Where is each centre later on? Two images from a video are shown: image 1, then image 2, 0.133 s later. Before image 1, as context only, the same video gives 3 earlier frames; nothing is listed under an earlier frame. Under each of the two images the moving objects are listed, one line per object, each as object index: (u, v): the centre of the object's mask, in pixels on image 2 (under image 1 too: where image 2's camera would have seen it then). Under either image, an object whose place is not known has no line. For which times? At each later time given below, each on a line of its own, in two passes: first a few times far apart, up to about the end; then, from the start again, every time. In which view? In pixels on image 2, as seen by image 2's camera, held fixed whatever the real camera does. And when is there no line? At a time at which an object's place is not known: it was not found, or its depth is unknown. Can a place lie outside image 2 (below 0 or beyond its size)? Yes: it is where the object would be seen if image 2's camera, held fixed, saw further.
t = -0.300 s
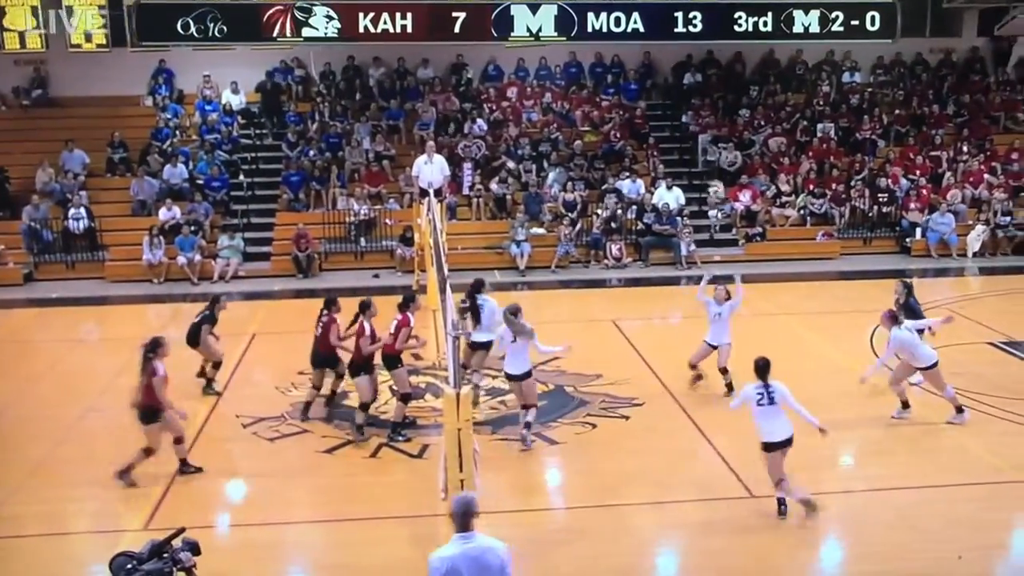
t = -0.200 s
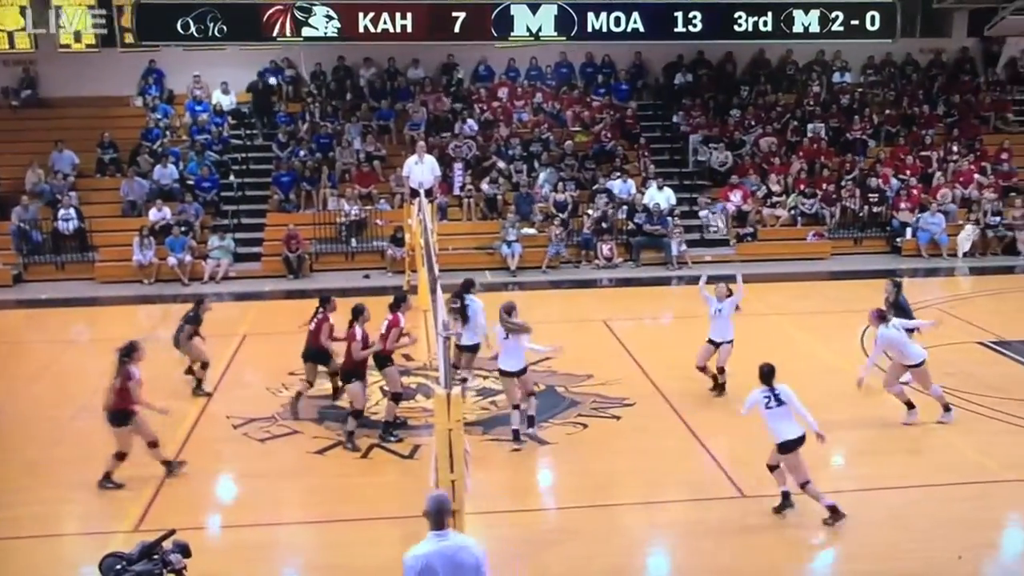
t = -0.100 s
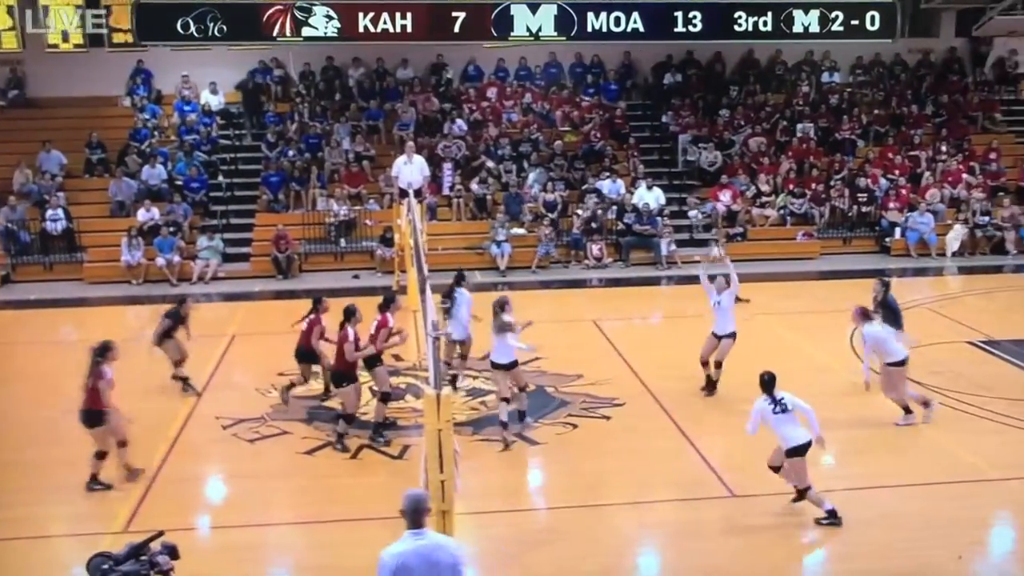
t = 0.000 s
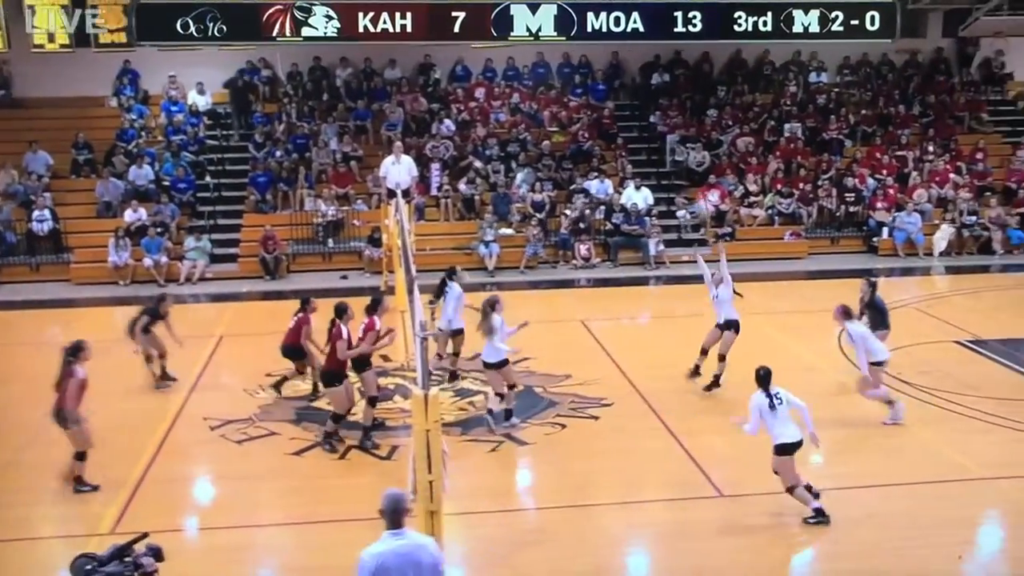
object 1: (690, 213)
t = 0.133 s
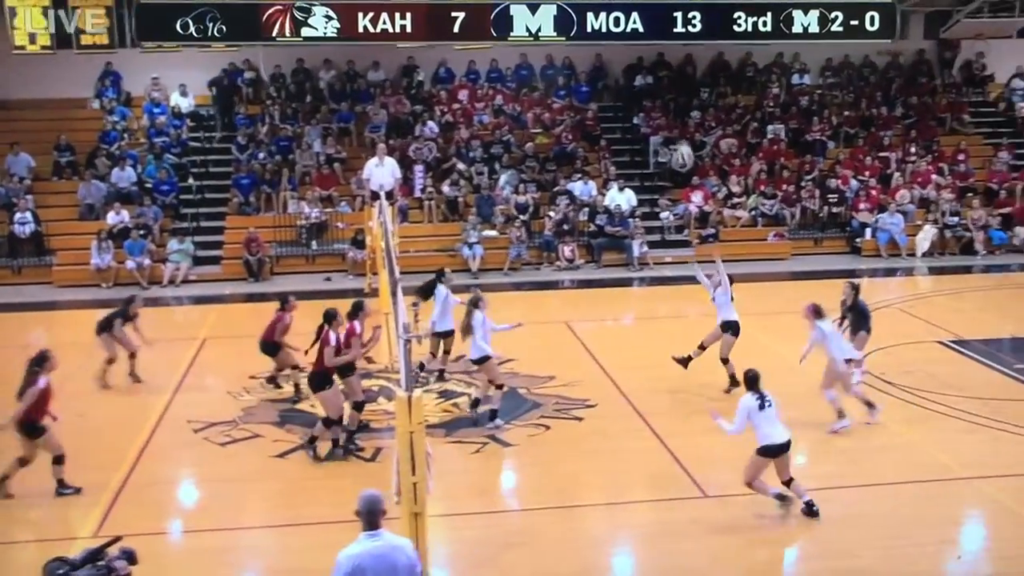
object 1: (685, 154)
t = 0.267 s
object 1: (679, 110)
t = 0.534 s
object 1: (672, 66)
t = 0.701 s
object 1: (672, 66)
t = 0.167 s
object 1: (683, 141)
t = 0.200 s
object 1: (682, 130)
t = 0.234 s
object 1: (681, 119)
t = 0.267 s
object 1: (679, 110)
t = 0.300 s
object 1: (678, 102)
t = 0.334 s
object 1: (677, 94)
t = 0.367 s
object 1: (676, 87)
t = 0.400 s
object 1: (675, 81)
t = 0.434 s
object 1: (674, 76)
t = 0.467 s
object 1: (674, 72)
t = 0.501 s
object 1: (673, 68)
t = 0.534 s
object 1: (672, 66)
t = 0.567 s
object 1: (672, 64)
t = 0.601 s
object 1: (672, 64)
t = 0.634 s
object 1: (671, 64)
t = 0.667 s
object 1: (671, 65)
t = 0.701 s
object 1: (672, 66)
